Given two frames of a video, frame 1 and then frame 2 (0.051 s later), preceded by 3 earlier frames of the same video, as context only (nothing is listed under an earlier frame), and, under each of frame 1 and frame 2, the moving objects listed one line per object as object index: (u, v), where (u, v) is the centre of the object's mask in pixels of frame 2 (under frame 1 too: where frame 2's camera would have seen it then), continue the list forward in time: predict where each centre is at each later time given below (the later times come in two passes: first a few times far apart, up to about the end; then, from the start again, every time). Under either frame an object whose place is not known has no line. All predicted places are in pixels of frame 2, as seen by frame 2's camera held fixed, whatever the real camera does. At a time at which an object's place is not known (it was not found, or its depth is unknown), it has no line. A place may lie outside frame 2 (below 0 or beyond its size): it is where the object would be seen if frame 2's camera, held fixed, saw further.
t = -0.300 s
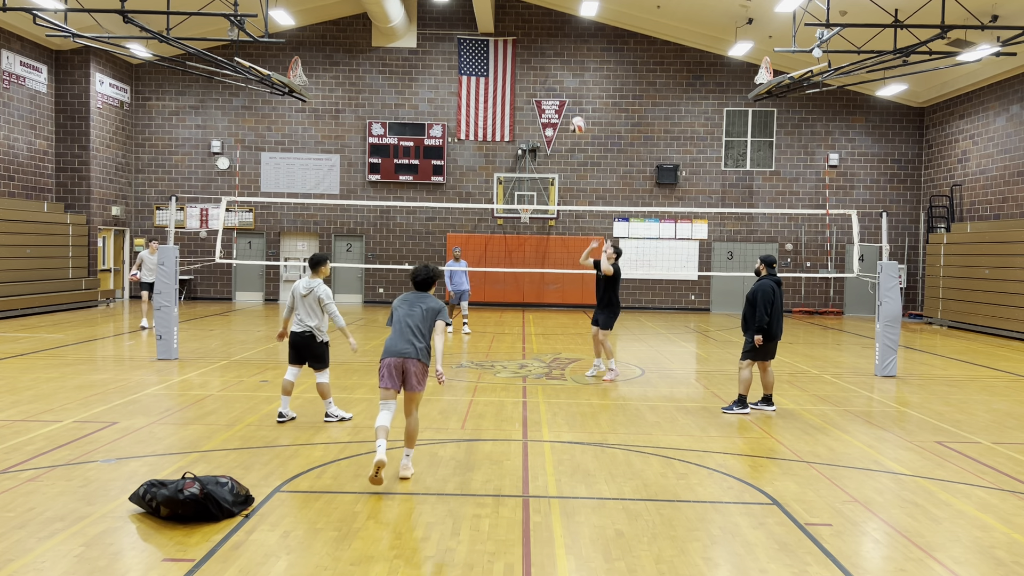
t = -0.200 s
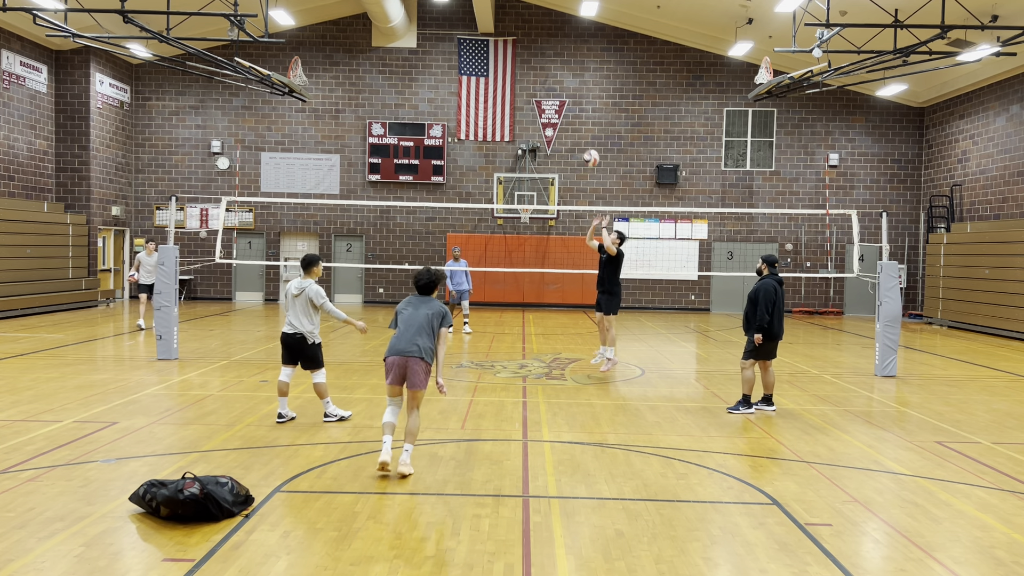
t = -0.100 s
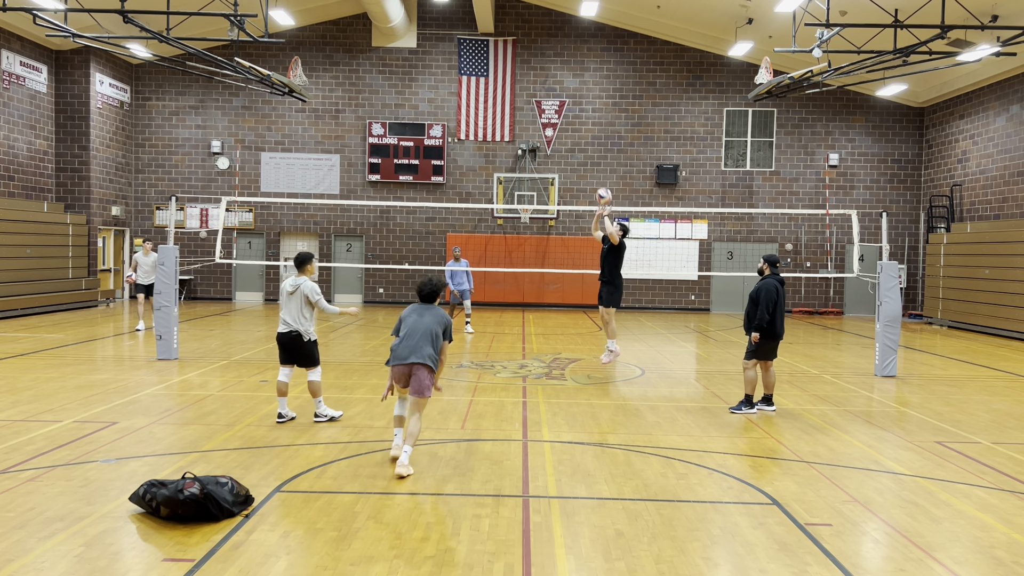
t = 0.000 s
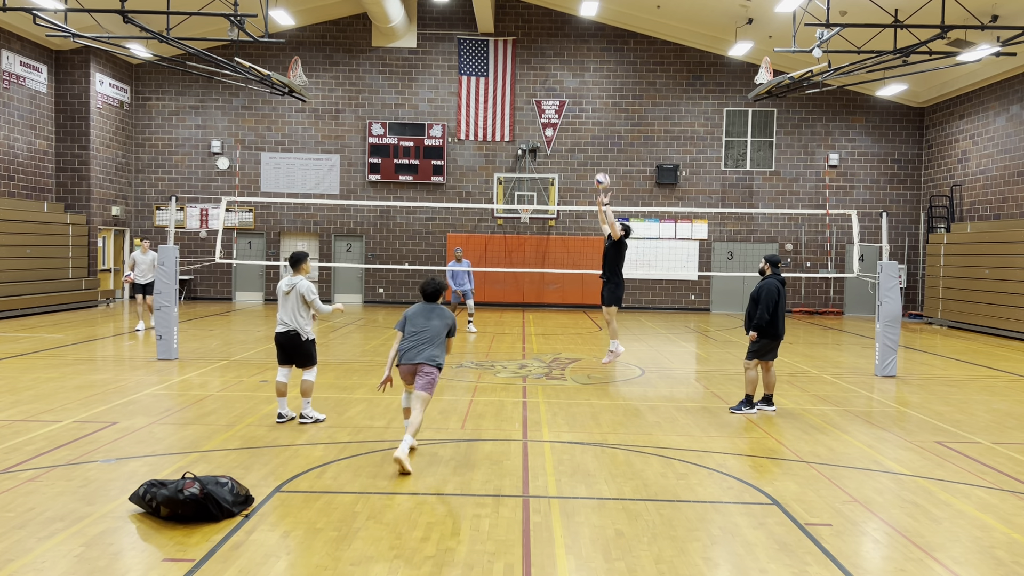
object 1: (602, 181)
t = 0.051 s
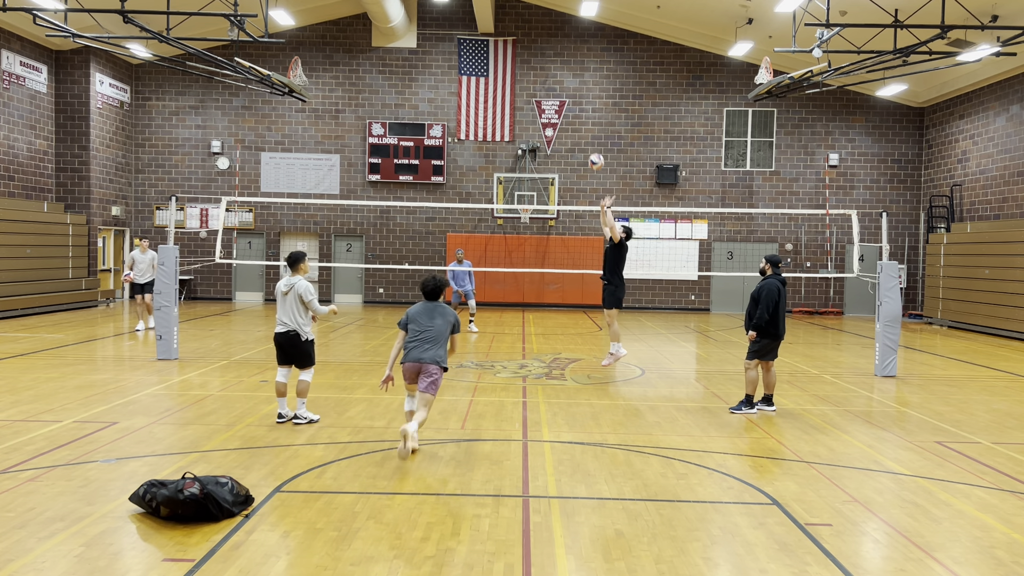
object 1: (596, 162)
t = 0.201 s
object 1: (578, 113)
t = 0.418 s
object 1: (551, 72)
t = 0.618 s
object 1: (525, 65)
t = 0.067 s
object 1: (594, 155)
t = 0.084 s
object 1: (592, 149)
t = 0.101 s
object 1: (590, 144)
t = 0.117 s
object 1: (588, 138)
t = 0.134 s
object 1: (586, 133)
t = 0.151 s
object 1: (584, 128)
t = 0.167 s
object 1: (582, 123)
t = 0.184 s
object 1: (580, 118)
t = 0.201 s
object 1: (578, 113)
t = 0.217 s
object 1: (576, 109)
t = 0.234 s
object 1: (574, 105)
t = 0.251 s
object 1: (572, 101)
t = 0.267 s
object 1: (570, 97)
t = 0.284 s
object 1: (568, 94)
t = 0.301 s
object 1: (566, 90)
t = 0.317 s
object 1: (564, 87)
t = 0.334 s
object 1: (562, 84)
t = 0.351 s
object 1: (559, 81)
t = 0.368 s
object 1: (557, 79)
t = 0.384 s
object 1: (555, 77)
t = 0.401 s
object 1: (553, 74)
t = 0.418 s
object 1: (551, 72)
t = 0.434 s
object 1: (549, 71)
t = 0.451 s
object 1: (546, 69)
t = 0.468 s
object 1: (544, 68)
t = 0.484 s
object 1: (542, 67)
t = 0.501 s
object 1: (540, 66)
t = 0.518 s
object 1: (538, 65)
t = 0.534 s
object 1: (536, 65)
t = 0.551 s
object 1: (533, 64)
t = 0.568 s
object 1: (531, 64)
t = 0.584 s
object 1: (529, 64)
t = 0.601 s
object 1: (527, 65)
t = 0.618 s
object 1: (525, 65)
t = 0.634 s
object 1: (522, 66)
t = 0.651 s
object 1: (520, 67)
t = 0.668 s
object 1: (518, 68)
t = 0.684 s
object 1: (516, 70)
